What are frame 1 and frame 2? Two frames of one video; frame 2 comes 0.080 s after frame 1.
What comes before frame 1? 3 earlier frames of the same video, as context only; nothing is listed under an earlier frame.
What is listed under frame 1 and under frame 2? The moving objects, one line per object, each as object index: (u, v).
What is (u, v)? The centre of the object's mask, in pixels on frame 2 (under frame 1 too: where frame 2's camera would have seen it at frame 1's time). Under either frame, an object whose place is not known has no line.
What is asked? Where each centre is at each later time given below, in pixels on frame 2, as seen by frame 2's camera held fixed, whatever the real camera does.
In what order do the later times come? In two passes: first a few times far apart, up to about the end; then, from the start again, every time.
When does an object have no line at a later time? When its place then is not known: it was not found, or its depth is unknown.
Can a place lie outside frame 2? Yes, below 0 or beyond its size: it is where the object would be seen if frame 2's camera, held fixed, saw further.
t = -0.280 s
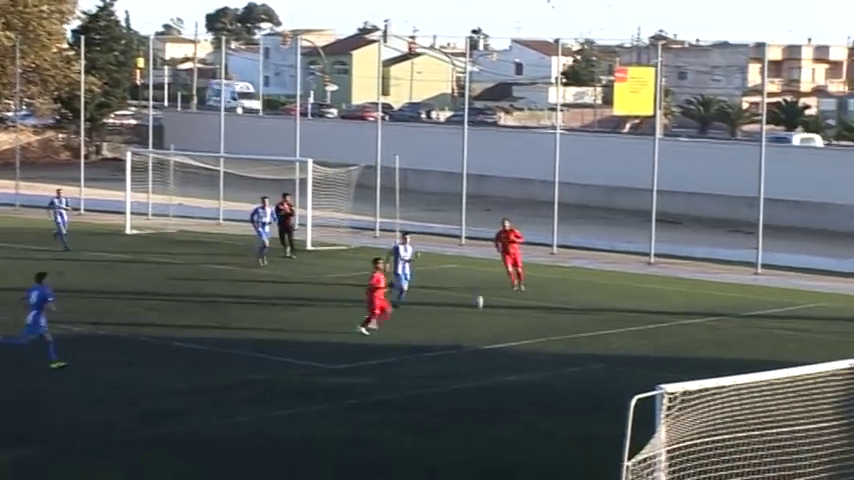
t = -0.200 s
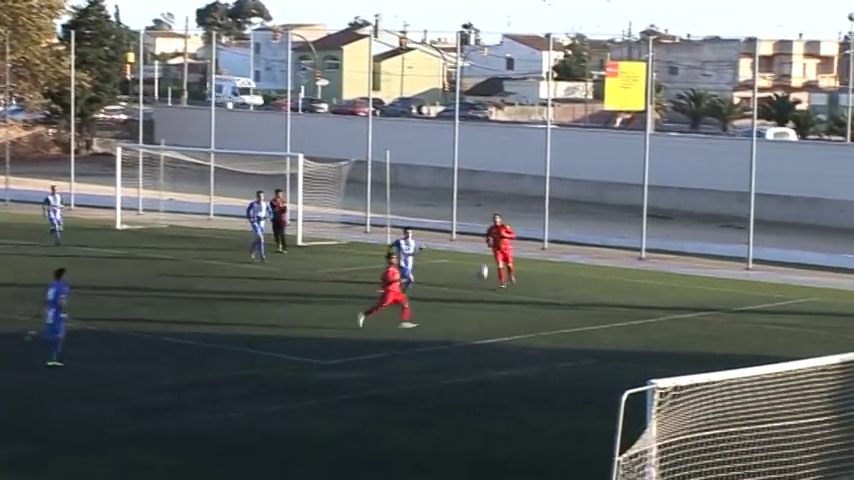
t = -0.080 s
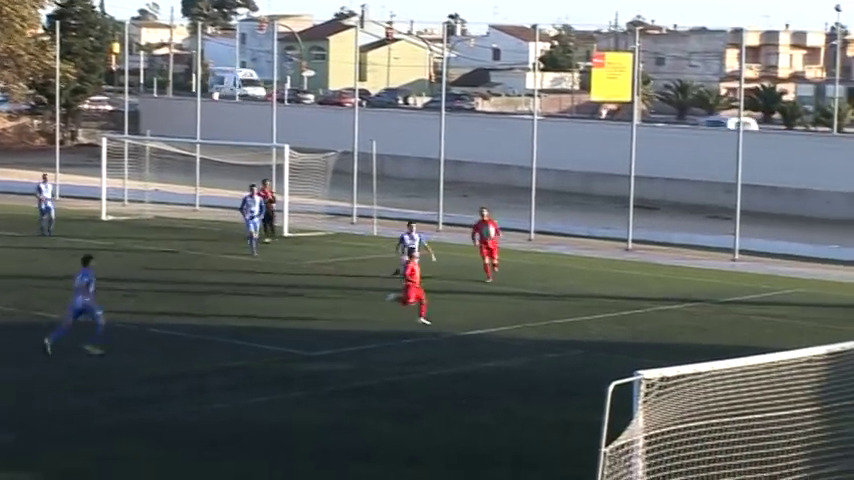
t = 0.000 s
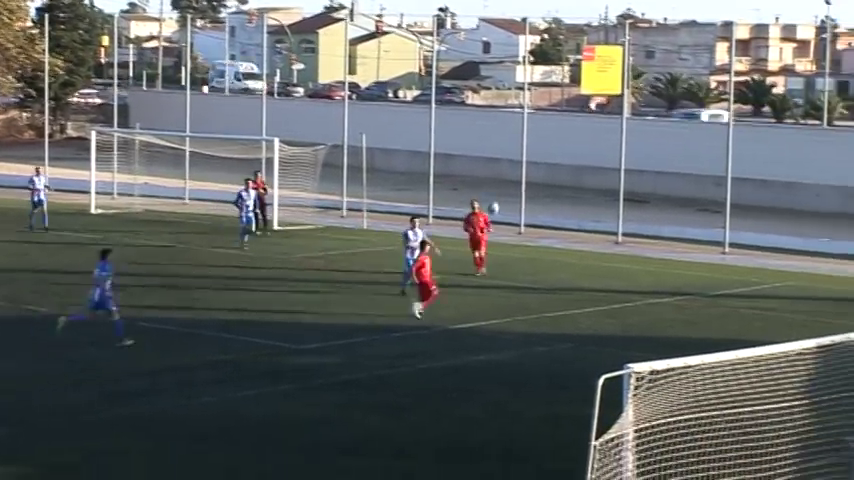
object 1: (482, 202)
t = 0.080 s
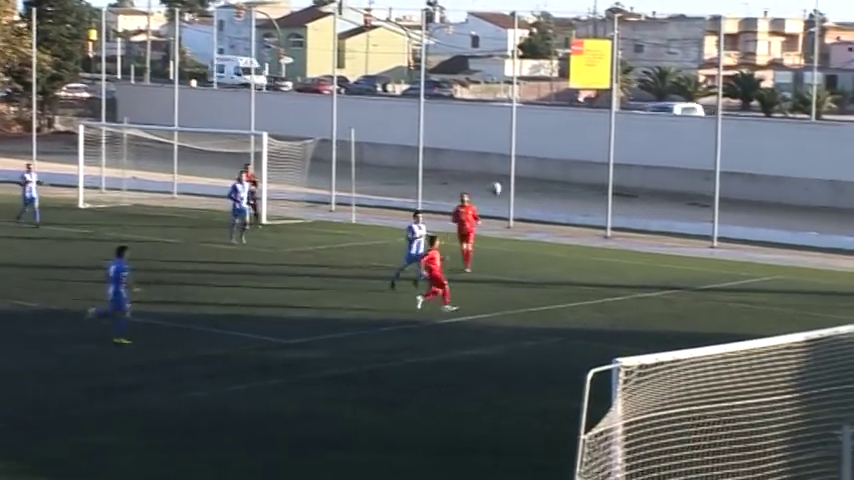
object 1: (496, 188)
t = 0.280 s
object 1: (529, 168)
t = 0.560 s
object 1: (574, 174)
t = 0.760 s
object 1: (606, 201)
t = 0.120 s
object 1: (503, 183)
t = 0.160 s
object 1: (509, 177)
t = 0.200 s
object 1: (515, 174)
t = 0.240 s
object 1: (523, 171)
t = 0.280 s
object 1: (529, 168)
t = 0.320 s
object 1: (536, 167)
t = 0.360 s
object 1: (543, 166)
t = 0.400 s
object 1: (549, 166)
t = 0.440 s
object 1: (555, 167)
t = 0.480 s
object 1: (561, 169)
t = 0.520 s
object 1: (568, 171)
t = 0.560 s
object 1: (574, 174)
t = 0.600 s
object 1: (581, 178)
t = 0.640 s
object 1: (588, 183)
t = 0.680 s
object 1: (593, 188)
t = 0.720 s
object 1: (599, 194)
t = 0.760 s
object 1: (606, 201)
